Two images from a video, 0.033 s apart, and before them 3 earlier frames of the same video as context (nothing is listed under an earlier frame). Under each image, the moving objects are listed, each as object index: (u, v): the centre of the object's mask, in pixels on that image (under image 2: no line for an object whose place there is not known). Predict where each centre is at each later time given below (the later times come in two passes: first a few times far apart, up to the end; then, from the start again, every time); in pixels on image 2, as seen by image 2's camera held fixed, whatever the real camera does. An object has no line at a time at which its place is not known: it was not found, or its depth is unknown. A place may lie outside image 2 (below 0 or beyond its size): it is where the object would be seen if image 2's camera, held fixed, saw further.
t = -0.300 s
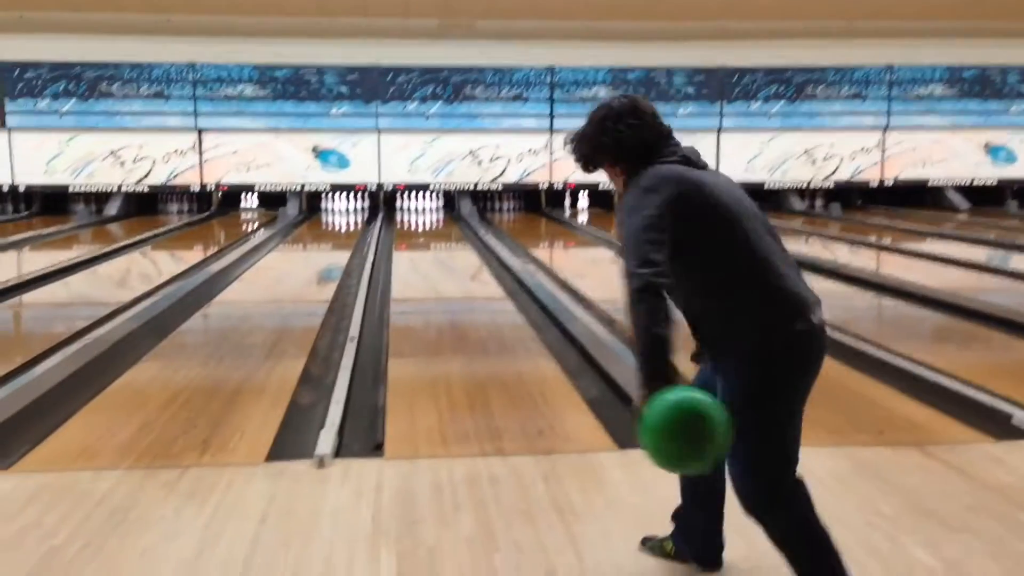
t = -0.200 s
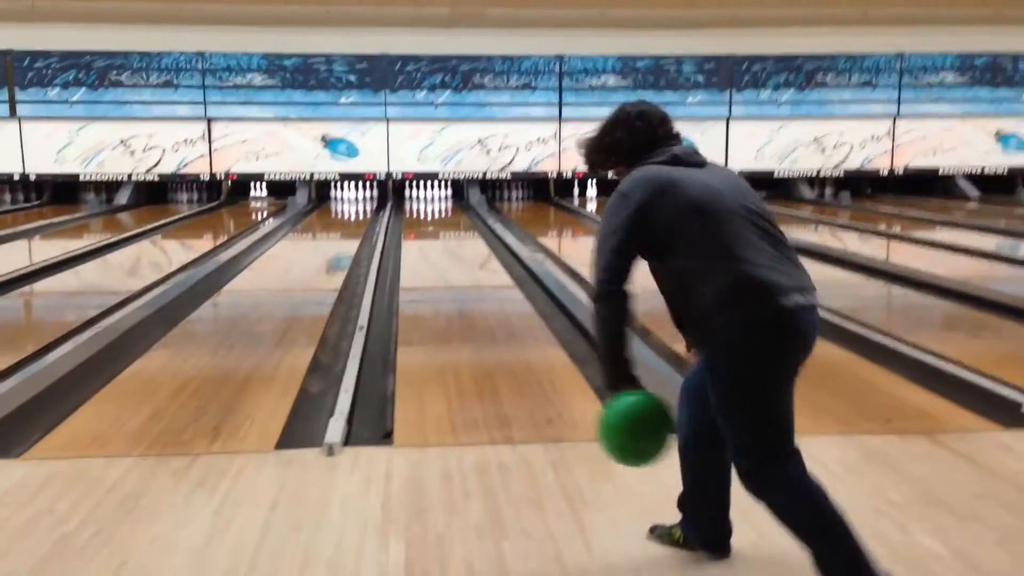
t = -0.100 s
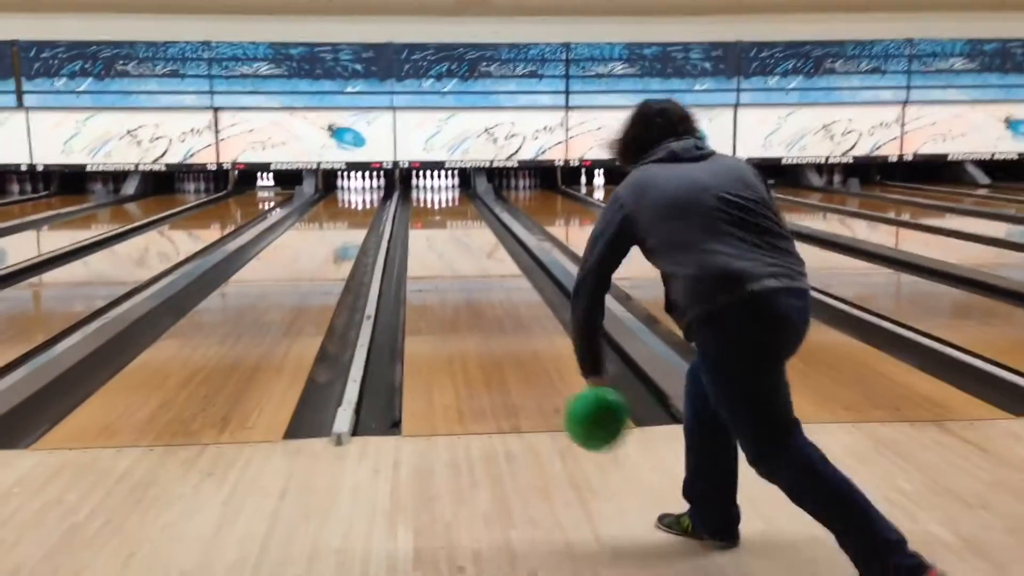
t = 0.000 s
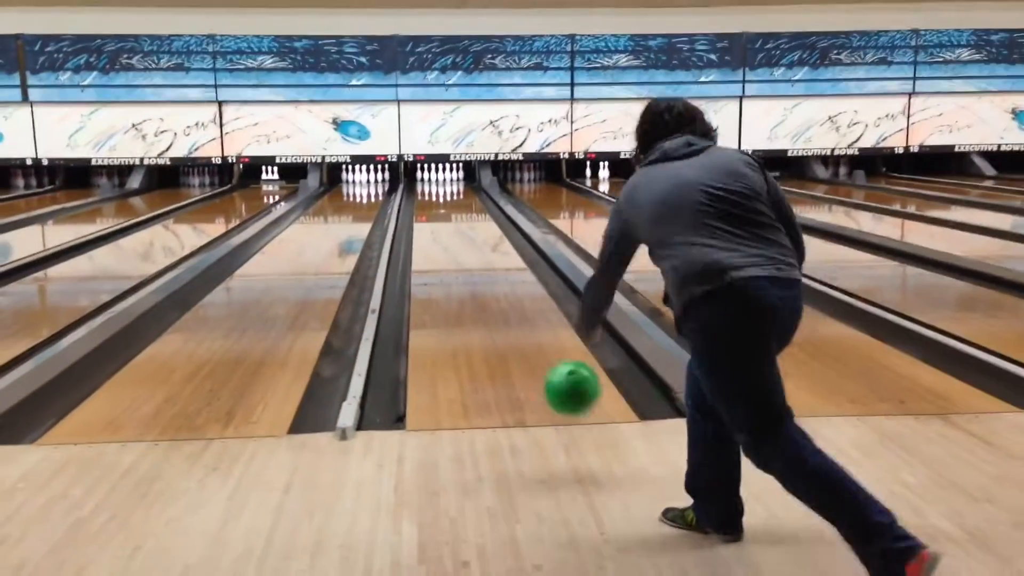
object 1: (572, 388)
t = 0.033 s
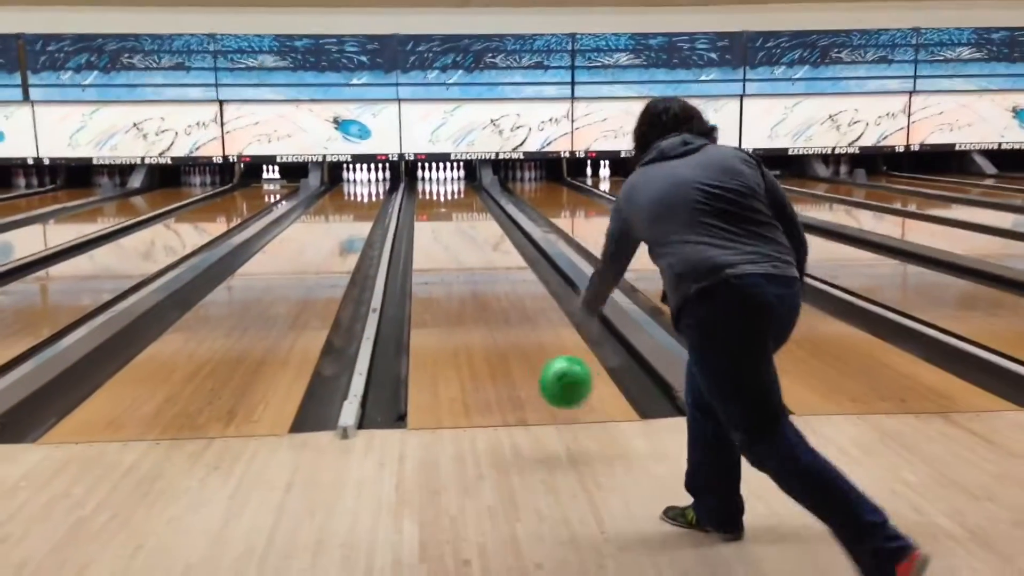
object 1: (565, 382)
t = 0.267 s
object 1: (528, 360)
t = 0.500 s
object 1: (504, 313)
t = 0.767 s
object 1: (486, 278)
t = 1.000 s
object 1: (475, 256)
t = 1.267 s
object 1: (466, 238)
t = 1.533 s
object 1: (460, 225)
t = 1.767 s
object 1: (455, 215)
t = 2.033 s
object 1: (451, 206)
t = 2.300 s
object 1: (447, 198)
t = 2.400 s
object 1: (447, 196)
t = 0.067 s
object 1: (559, 380)
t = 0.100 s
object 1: (553, 381)
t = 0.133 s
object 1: (547, 384)
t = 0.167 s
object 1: (541, 385)
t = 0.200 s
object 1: (536, 376)
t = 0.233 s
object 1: (532, 367)
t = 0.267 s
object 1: (528, 360)
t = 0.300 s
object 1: (523, 352)
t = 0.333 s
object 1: (520, 345)
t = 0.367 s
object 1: (516, 337)
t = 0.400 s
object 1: (513, 330)
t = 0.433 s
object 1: (510, 324)
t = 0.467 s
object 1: (507, 319)
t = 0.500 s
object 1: (504, 313)
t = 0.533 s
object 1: (502, 308)
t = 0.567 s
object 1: (499, 303)
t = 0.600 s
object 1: (497, 298)
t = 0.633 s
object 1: (494, 294)
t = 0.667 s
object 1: (492, 289)
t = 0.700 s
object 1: (490, 286)
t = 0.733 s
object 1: (488, 281)
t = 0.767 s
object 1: (486, 278)
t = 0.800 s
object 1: (485, 275)
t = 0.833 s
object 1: (483, 271)
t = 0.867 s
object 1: (481, 268)
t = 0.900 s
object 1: (480, 265)
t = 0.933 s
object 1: (478, 262)
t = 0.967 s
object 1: (477, 259)
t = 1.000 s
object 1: (475, 256)
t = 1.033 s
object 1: (474, 254)
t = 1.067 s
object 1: (473, 251)
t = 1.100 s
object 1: (472, 249)
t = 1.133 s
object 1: (471, 247)
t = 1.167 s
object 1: (469, 245)
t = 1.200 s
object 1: (468, 242)
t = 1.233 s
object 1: (467, 240)
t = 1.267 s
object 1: (466, 238)
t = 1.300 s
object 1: (466, 236)
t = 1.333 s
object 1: (465, 235)
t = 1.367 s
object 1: (464, 233)
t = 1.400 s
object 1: (463, 231)
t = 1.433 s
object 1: (462, 229)
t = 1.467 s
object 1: (461, 228)
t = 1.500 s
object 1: (460, 226)
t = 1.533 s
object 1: (460, 225)
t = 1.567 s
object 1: (459, 223)
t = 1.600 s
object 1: (458, 221)
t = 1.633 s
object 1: (458, 220)
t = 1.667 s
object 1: (457, 219)
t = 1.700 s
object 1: (456, 217)
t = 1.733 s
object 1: (456, 216)
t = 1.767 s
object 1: (455, 215)
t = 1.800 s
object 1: (454, 214)
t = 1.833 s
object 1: (454, 213)
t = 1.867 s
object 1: (453, 212)
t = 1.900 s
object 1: (453, 210)
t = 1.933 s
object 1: (452, 209)
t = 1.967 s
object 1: (452, 208)
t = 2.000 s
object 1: (451, 207)
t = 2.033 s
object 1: (451, 206)
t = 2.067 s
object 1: (450, 205)
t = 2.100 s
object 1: (450, 205)
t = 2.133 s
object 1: (450, 204)
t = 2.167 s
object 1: (450, 203)
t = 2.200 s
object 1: (448, 202)
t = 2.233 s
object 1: (449, 200)
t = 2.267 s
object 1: (449, 199)
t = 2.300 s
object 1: (447, 198)
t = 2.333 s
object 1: (447, 197)
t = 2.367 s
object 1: (447, 196)
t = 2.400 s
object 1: (447, 196)
